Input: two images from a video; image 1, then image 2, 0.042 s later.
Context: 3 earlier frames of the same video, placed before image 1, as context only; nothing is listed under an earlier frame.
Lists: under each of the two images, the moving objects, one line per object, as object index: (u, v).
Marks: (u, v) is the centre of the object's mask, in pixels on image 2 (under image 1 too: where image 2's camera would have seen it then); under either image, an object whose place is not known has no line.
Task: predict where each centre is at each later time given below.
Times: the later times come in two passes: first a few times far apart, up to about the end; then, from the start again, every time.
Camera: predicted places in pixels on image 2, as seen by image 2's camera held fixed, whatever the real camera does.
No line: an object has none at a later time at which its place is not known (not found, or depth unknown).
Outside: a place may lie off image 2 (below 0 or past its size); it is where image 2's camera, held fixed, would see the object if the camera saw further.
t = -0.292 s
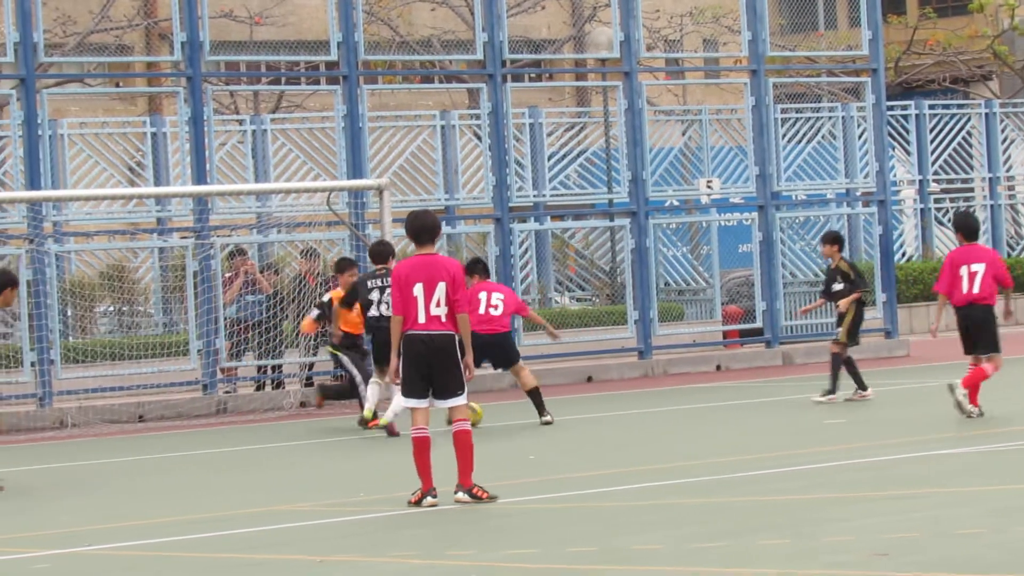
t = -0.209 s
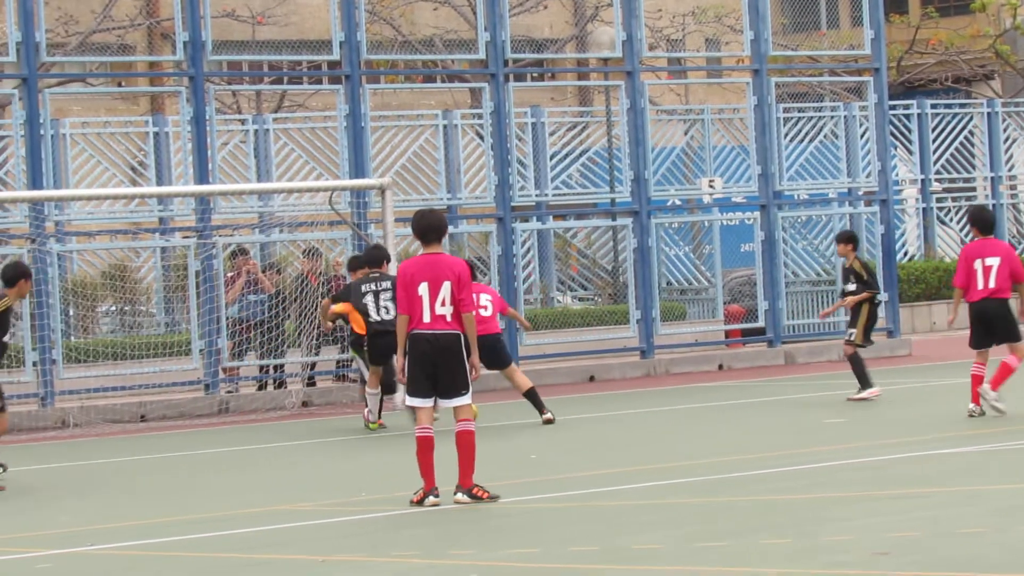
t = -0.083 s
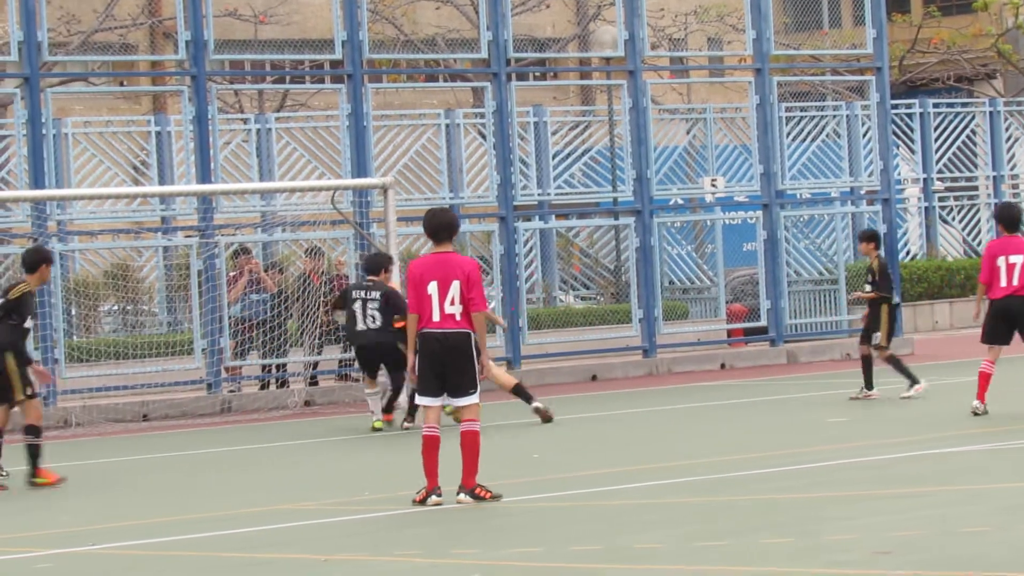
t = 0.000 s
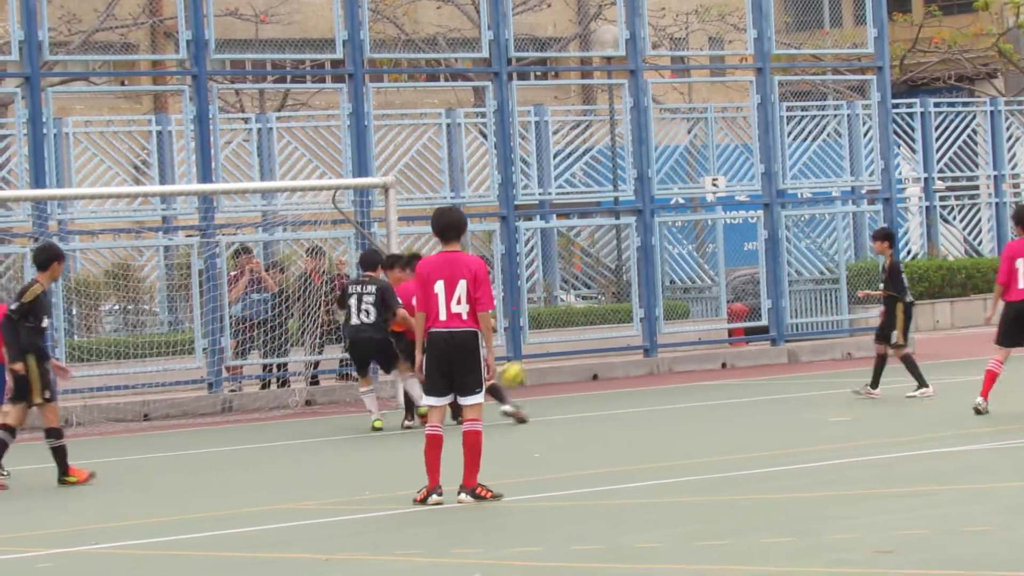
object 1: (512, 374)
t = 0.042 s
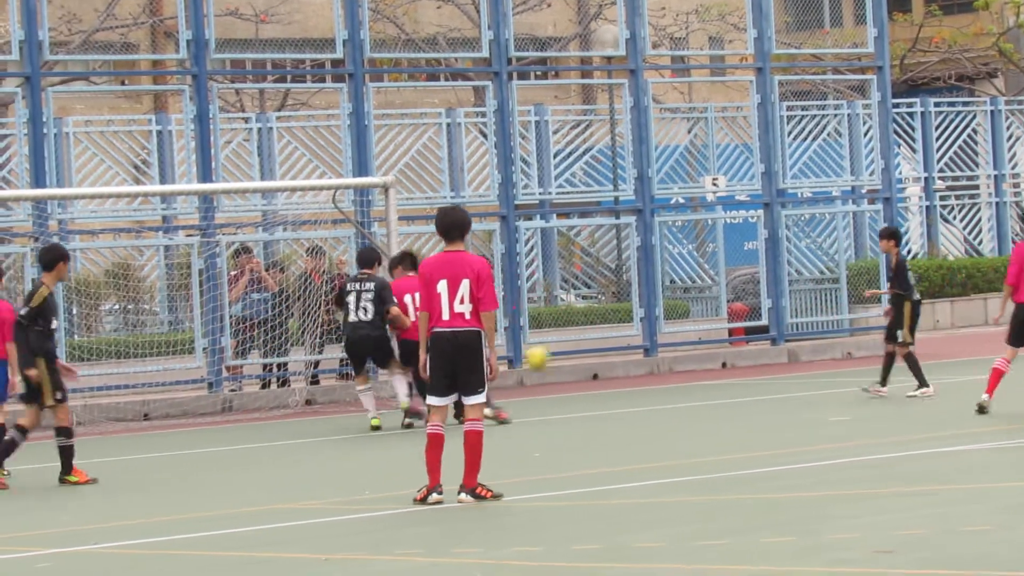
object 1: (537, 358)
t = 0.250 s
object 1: (659, 312)
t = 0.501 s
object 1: (810, 325)
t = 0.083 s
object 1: (560, 345)
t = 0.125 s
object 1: (585, 334)
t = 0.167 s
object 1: (610, 324)
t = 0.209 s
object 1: (634, 318)
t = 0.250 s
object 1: (659, 312)
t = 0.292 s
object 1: (683, 309)
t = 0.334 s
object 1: (708, 309)
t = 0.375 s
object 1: (735, 310)
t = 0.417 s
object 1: (759, 312)
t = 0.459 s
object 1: (784, 317)
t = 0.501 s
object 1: (810, 325)
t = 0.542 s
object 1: (836, 333)
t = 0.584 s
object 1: (862, 344)
